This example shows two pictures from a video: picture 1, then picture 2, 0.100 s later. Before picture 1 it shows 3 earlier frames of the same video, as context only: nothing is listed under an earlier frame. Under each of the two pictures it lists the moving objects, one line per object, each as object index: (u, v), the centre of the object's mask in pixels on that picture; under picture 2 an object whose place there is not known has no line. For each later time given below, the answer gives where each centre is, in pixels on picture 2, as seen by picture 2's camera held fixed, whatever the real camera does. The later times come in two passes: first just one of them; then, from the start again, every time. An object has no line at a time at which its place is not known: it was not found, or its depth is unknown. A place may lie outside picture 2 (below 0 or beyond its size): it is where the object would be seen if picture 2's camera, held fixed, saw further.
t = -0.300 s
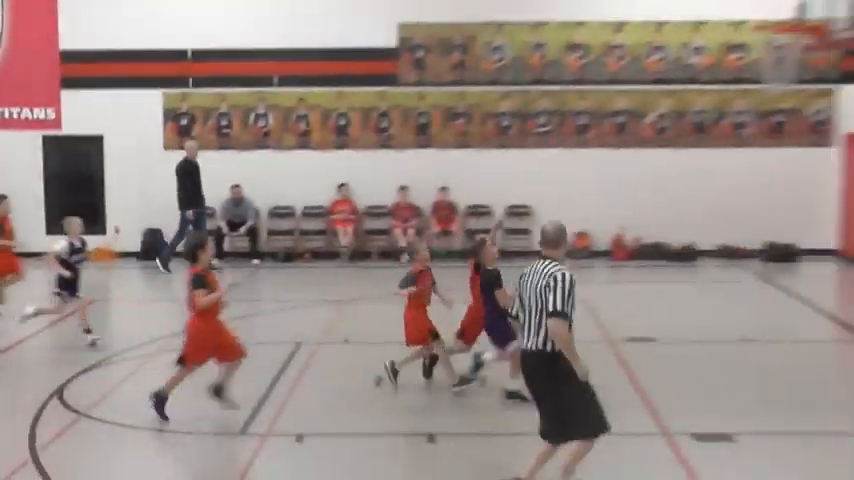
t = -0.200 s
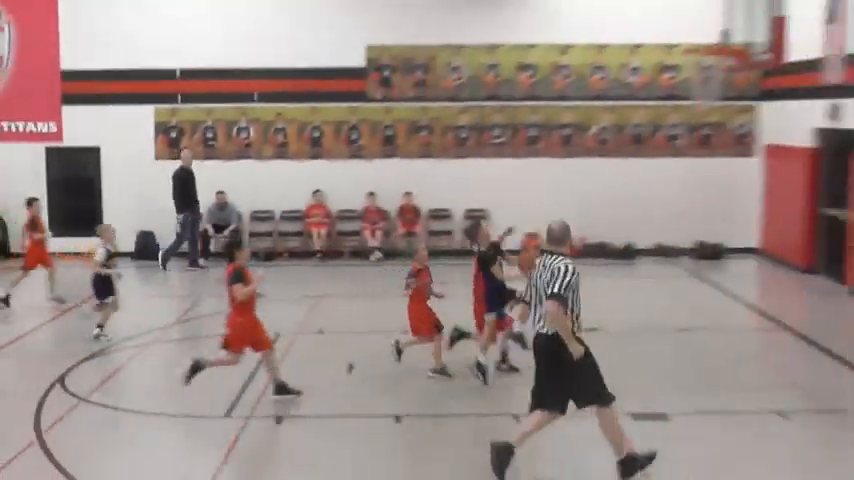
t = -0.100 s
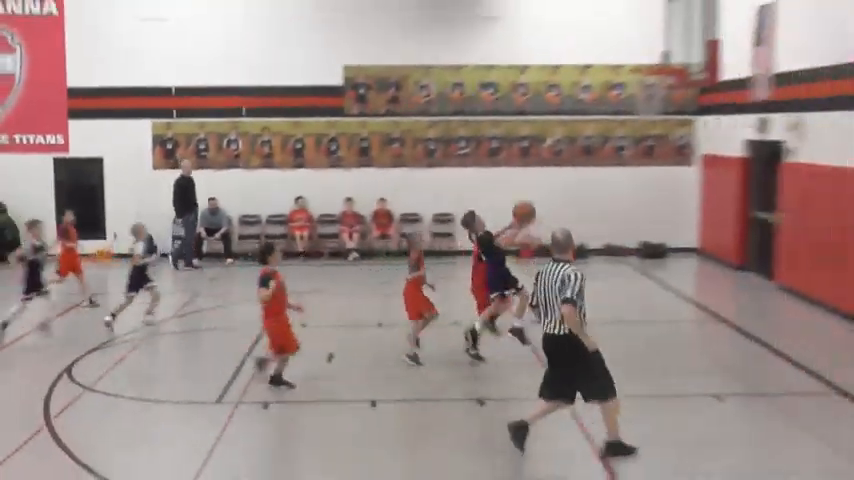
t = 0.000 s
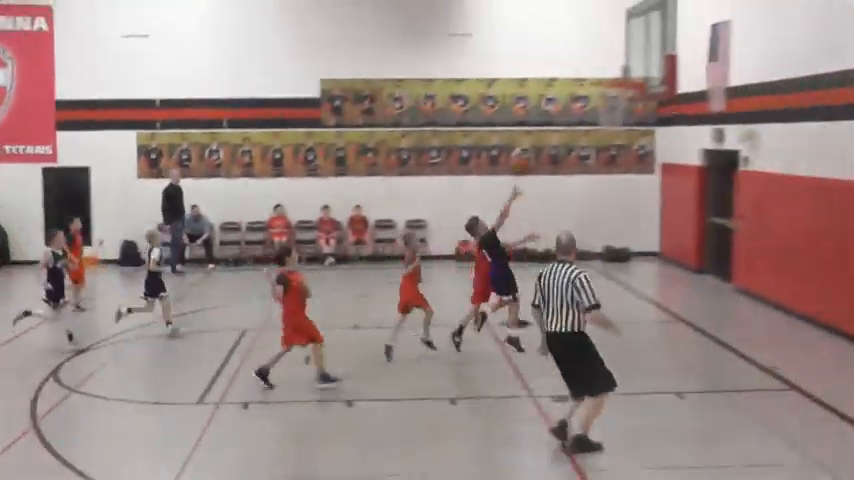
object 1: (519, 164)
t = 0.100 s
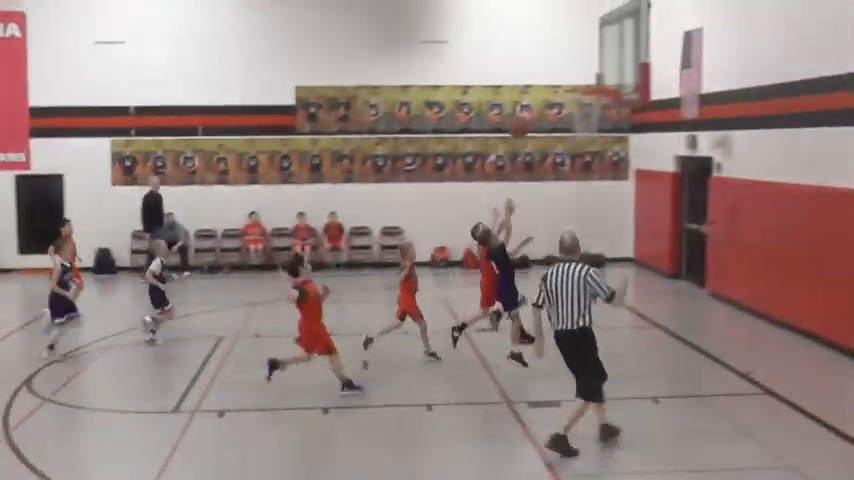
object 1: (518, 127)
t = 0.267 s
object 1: (559, 77)
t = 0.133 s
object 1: (527, 115)
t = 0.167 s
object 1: (536, 104)
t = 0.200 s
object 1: (543, 94)
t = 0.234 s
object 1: (551, 85)
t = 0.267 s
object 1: (559, 77)
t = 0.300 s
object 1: (566, 70)
